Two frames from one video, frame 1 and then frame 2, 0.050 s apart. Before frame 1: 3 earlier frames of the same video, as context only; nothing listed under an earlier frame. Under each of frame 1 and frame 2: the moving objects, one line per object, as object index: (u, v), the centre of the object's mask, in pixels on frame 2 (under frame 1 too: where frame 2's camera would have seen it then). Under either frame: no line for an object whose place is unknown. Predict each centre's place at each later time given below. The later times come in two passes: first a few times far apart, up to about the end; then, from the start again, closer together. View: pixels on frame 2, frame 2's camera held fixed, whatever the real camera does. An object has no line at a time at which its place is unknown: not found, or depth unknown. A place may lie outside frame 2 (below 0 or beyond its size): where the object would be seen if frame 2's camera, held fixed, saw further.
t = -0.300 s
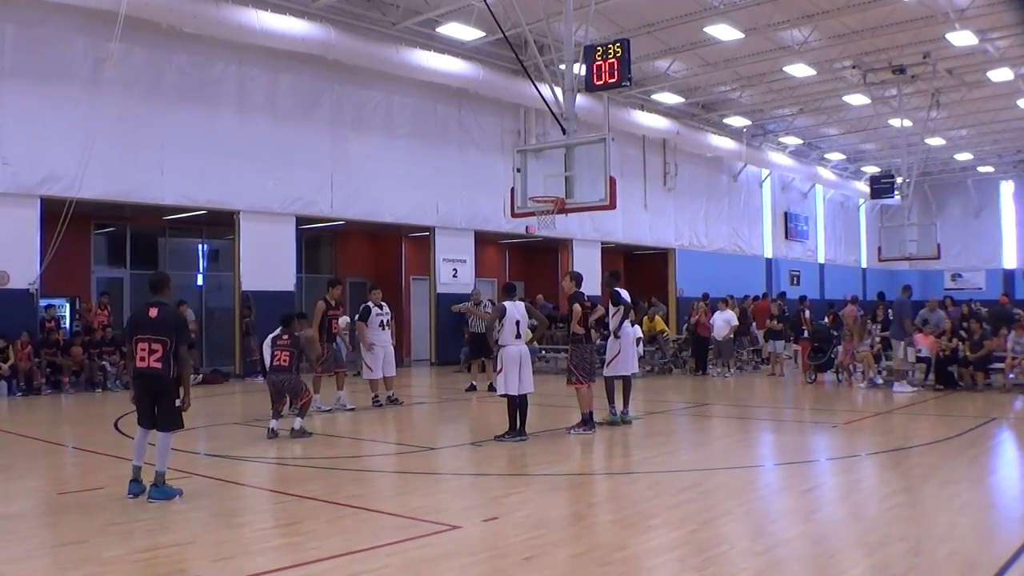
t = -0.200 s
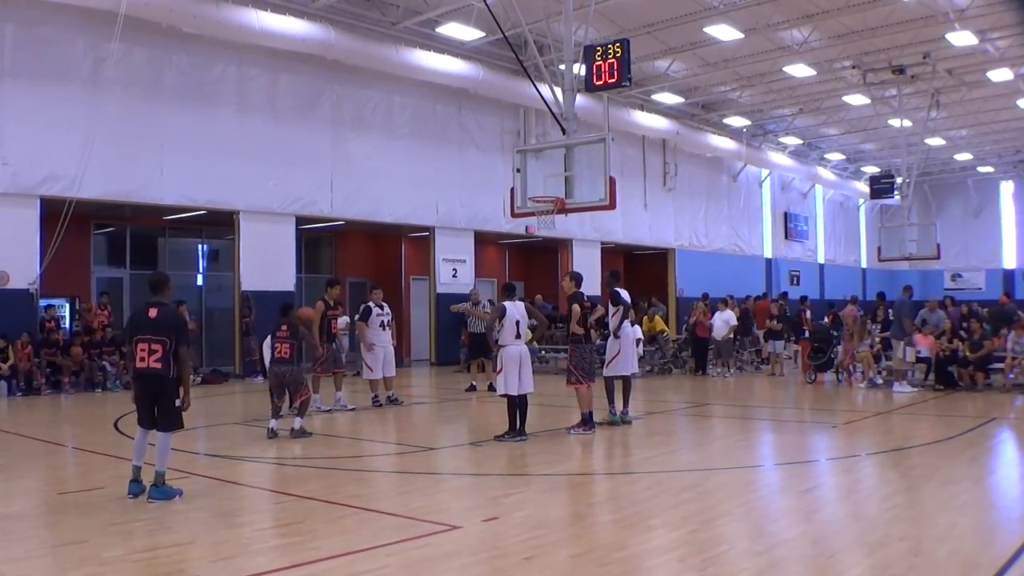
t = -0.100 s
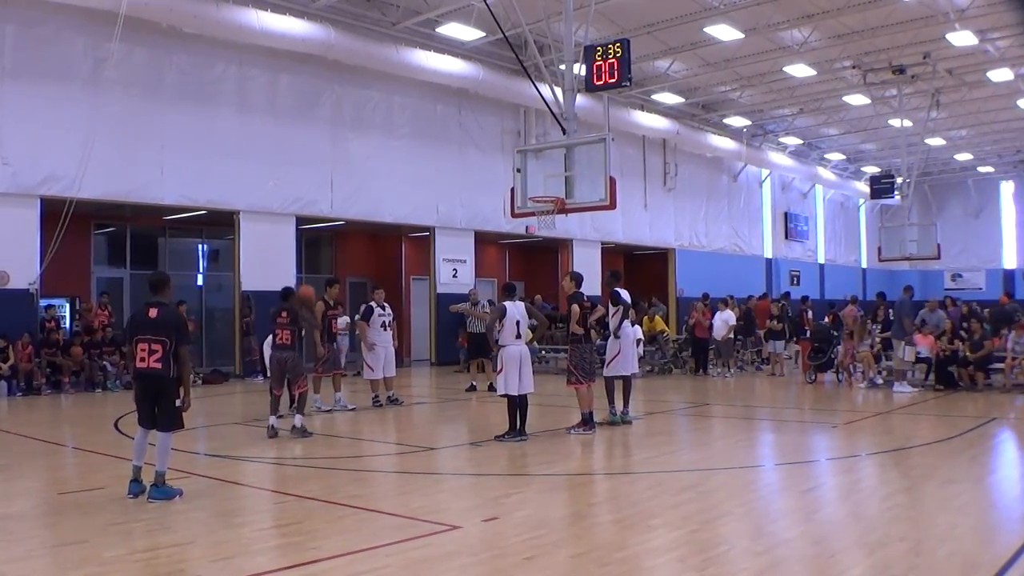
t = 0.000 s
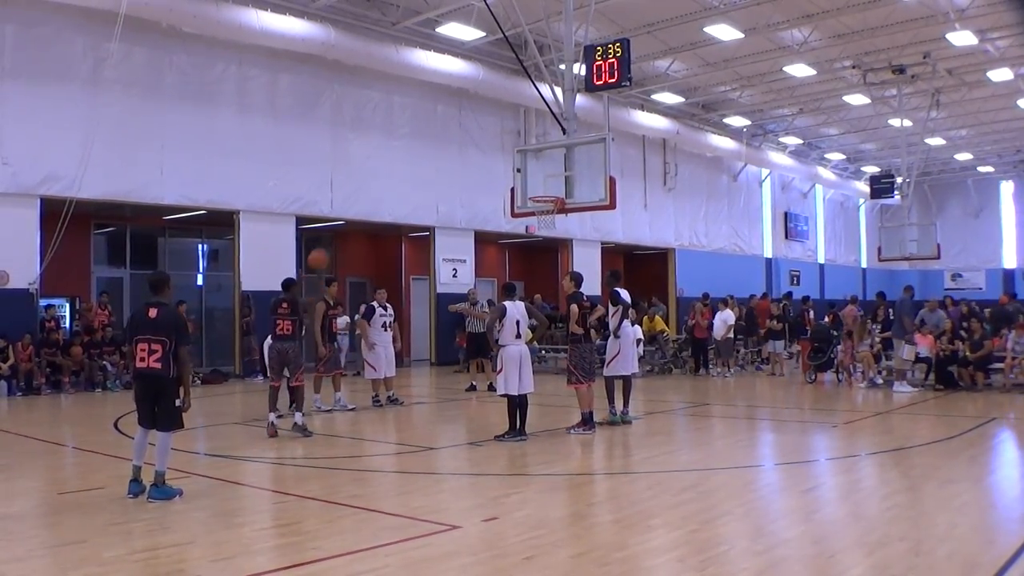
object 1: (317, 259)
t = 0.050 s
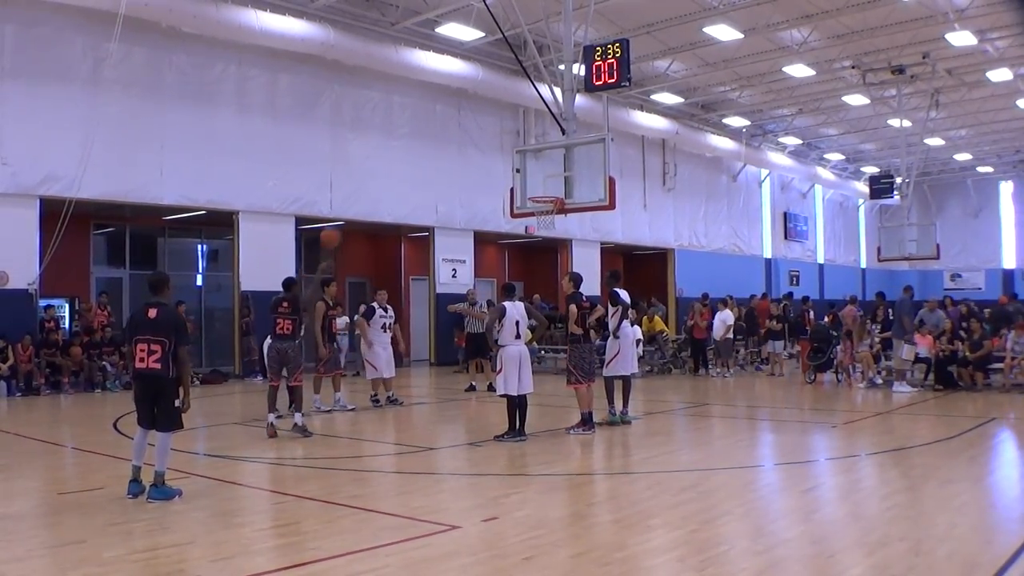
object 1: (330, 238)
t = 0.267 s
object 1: (386, 164)
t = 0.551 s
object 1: (451, 130)
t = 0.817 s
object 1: (505, 151)
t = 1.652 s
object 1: (570, 213)
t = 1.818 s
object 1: (578, 265)
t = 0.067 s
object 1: (335, 231)
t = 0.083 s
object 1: (339, 222)
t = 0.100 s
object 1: (344, 214)
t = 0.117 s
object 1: (348, 209)
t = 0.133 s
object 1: (352, 204)
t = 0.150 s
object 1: (356, 197)
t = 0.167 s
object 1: (361, 192)
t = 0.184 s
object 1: (365, 186)
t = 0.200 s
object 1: (369, 181)
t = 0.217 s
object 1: (373, 176)
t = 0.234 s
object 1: (378, 172)
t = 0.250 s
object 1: (382, 168)
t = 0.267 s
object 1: (386, 164)
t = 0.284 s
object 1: (390, 160)
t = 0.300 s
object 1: (394, 156)
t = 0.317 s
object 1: (398, 153)
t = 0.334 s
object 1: (402, 150)
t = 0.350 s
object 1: (406, 147)
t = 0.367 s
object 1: (410, 144)
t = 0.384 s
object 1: (414, 142)
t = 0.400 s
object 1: (417, 139)
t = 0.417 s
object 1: (421, 138)
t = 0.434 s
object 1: (425, 136)
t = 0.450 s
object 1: (429, 134)
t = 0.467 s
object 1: (433, 133)
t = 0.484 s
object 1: (436, 132)
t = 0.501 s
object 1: (440, 131)
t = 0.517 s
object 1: (444, 130)
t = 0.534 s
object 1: (447, 130)
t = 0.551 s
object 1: (451, 130)
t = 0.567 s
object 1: (454, 130)
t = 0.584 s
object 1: (458, 130)
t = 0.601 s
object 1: (462, 130)
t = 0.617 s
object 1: (465, 131)
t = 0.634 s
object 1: (468, 131)
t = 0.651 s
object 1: (472, 132)
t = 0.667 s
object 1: (475, 134)
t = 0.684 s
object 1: (479, 135)
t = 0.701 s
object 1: (482, 136)
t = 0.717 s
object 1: (485, 138)
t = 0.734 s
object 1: (489, 140)
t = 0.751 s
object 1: (492, 142)
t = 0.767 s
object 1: (495, 144)
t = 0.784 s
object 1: (499, 146)
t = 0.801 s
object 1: (502, 149)
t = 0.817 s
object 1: (505, 151)
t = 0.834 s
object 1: (508, 155)
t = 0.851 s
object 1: (512, 158)
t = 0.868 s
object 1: (515, 161)
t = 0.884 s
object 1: (517, 164)
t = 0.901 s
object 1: (521, 168)
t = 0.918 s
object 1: (524, 172)
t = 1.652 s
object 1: (570, 213)
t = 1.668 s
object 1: (571, 217)
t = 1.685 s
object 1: (572, 222)
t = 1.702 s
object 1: (572, 227)
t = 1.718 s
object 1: (573, 232)
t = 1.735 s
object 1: (574, 236)
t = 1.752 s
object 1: (575, 242)
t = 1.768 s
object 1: (576, 247)
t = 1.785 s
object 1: (577, 253)
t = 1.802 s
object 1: (578, 259)
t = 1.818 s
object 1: (578, 265)
